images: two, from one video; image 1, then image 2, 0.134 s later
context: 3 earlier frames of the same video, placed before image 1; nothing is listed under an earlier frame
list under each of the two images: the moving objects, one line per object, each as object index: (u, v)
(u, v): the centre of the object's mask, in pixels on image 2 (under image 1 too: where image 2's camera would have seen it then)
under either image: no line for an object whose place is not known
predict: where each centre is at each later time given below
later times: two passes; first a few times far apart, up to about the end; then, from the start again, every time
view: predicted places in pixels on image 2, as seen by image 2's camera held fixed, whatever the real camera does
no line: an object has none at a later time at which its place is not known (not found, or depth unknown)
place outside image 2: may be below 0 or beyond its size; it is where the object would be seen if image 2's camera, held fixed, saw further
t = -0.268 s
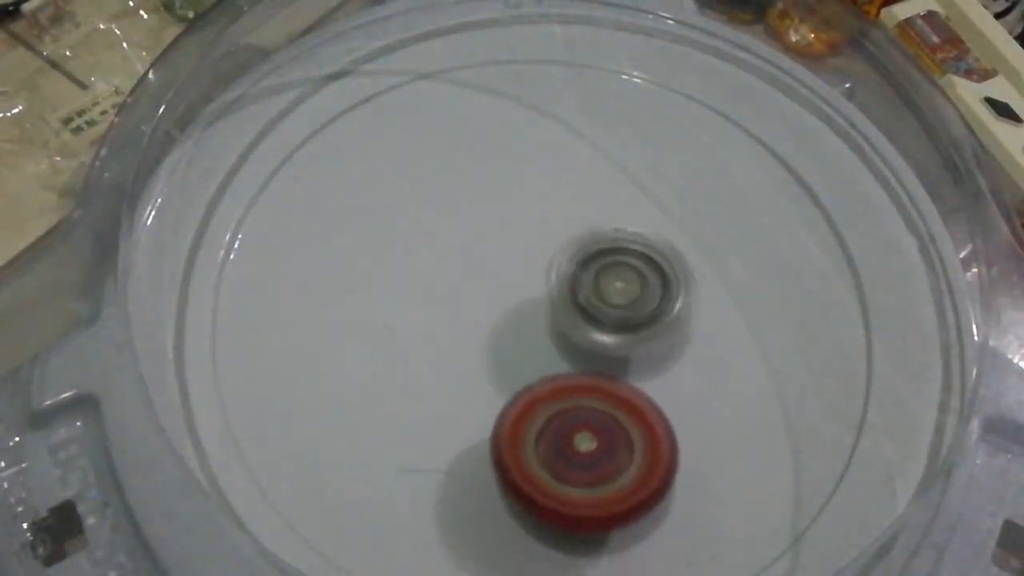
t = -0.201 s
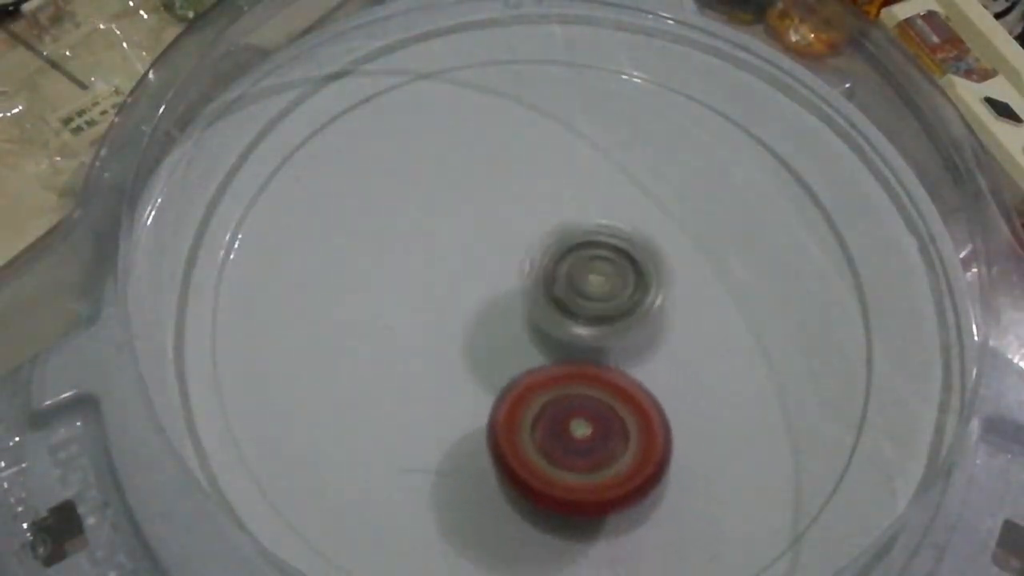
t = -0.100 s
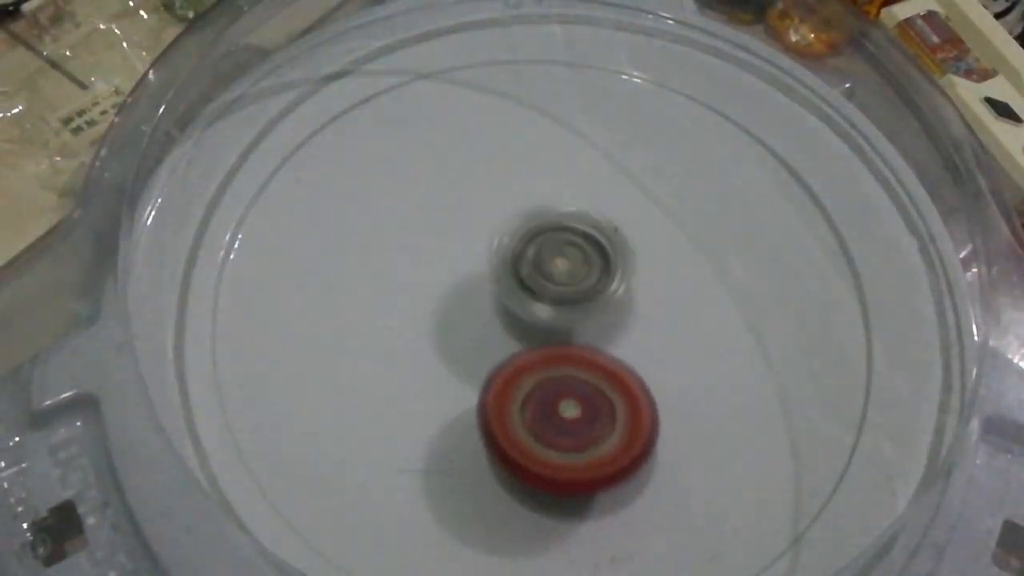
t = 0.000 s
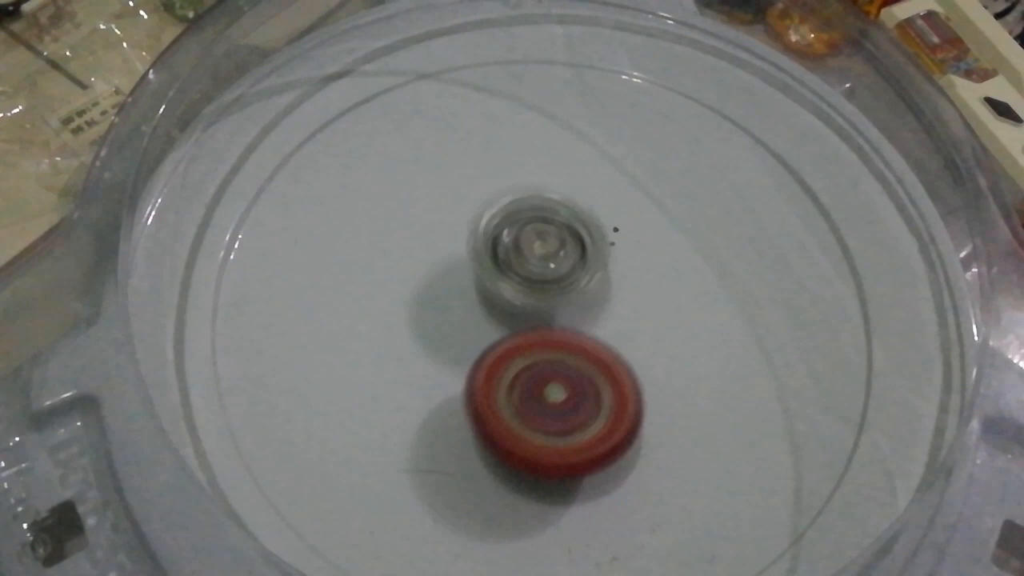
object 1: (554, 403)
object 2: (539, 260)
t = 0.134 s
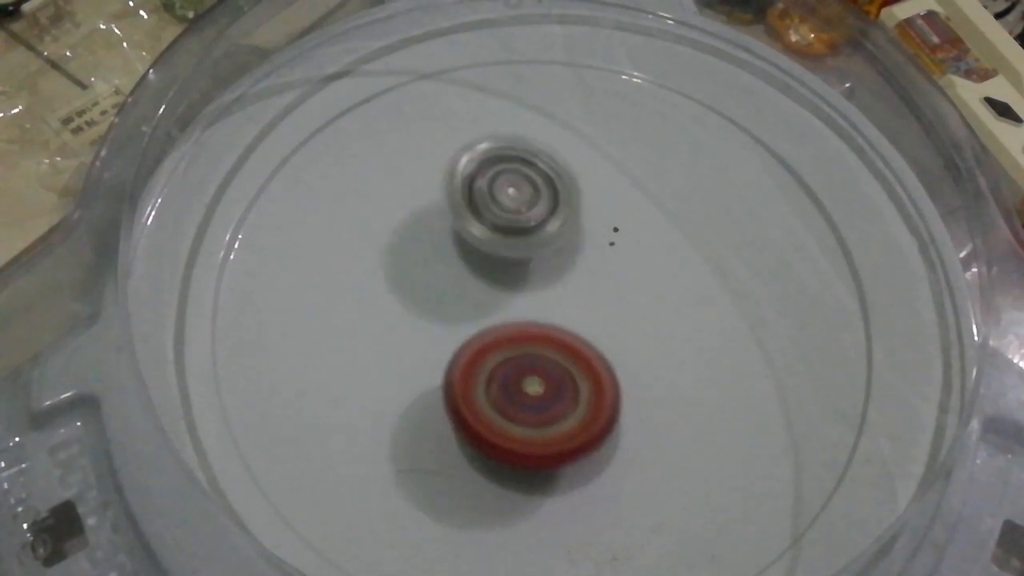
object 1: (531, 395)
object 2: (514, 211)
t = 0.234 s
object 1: (523, 371)
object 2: (487, 200)
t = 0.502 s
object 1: (508, 320)
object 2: (456, 186)
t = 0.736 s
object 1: (510, 315)
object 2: (463, 160)
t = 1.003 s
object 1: (517, 290)
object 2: (486, 153)
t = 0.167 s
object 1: (529, 388)
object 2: (506, 206)
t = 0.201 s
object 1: (526, 380)
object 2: (496, 203)
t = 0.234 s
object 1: (523, 371)
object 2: (487, 200)
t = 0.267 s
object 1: (522, 363)
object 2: (480, 200)
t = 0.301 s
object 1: (519, 354)
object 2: (474, 199)
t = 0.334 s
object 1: (516, 345)
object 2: (468, 200)
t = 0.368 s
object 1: (514, 335)
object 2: (464, 201)
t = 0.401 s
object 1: (512, 327)
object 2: (460, 198)
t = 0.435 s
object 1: (512, 327)
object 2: (459, 194)
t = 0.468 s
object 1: (510, 324)
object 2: (457, 190)
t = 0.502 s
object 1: (508, 320)
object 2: (456, 186)
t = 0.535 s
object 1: (507, 315)
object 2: (455, 183)
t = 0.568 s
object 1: (505, 310)
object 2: (455, 180)
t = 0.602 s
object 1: (504, 308)
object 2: (456, 177)
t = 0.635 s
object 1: (505, 314)
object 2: (458, 172)
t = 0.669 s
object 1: (506, 317)
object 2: (460, 167)
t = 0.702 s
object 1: (508, 317)
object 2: (462, 163)
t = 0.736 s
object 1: (510, 315)
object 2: (463, 160)
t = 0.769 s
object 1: (512, 313)
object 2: (459, 150)
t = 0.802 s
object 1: (513, 309)
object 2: (461, 150)
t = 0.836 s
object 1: (513, 304)
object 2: (464, 150)
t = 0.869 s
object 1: (512, 299)
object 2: (466, 150)
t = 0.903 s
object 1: (512, 292)
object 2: (475, 155)
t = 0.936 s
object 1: (512, 288)
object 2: (475, 152)
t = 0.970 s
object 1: (514, 290)
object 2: (481, 151)
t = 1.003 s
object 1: (517, 290)
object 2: (486, 153)
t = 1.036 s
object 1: (522, 299)
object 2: (494, 151)
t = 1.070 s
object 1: (527, 307)
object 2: (504, 142)
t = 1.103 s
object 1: (533, 311)
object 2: (507, 149)
